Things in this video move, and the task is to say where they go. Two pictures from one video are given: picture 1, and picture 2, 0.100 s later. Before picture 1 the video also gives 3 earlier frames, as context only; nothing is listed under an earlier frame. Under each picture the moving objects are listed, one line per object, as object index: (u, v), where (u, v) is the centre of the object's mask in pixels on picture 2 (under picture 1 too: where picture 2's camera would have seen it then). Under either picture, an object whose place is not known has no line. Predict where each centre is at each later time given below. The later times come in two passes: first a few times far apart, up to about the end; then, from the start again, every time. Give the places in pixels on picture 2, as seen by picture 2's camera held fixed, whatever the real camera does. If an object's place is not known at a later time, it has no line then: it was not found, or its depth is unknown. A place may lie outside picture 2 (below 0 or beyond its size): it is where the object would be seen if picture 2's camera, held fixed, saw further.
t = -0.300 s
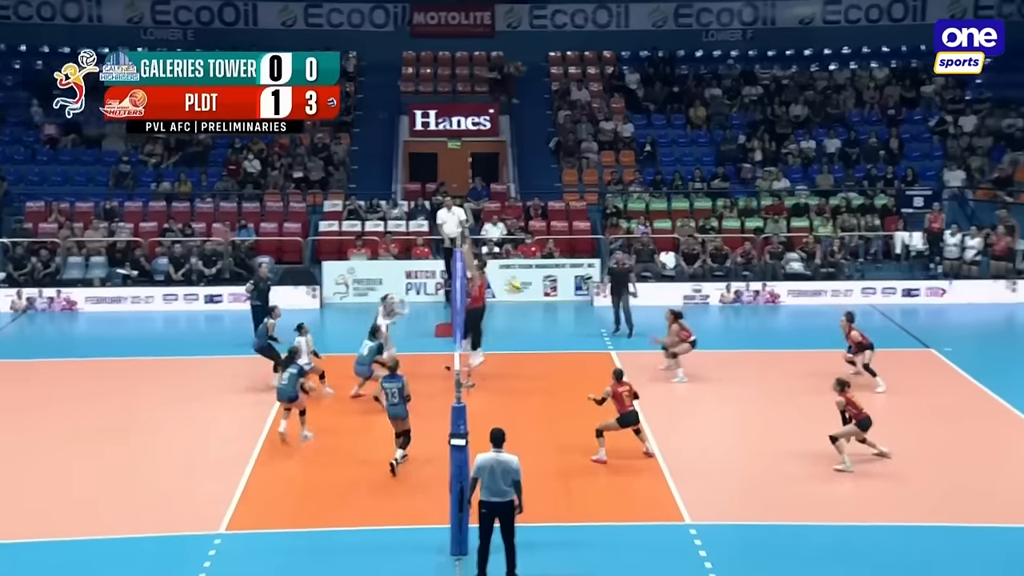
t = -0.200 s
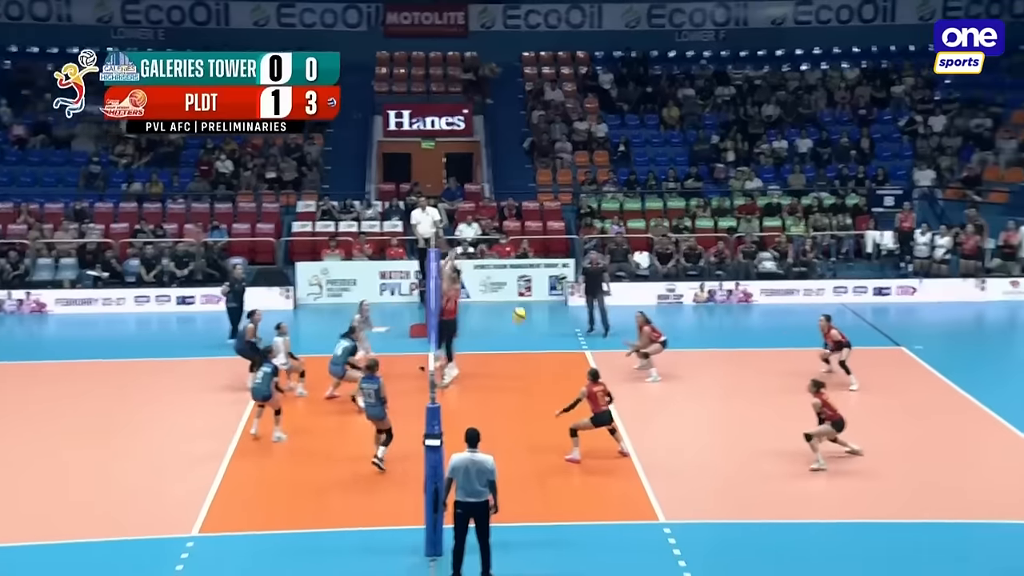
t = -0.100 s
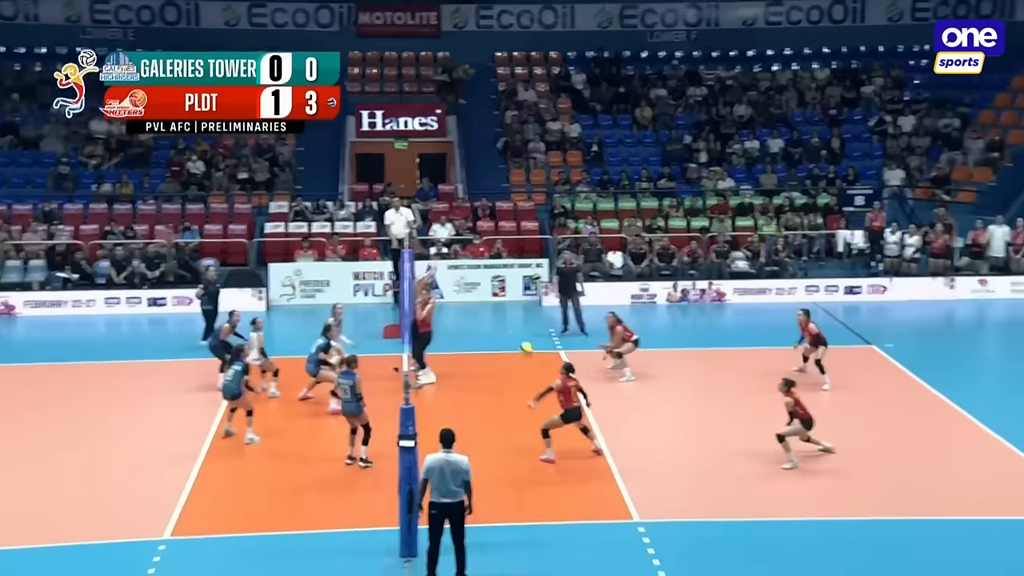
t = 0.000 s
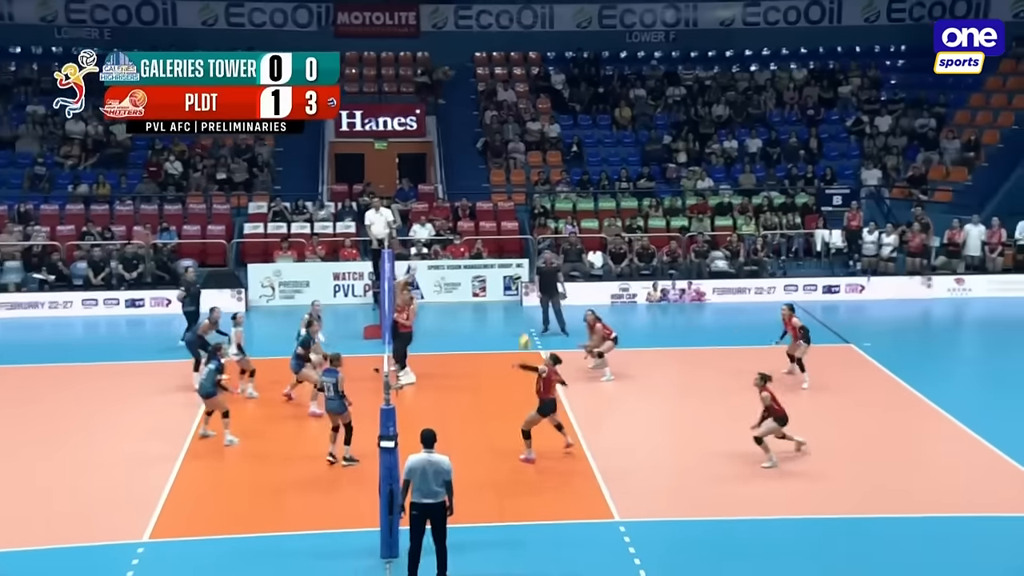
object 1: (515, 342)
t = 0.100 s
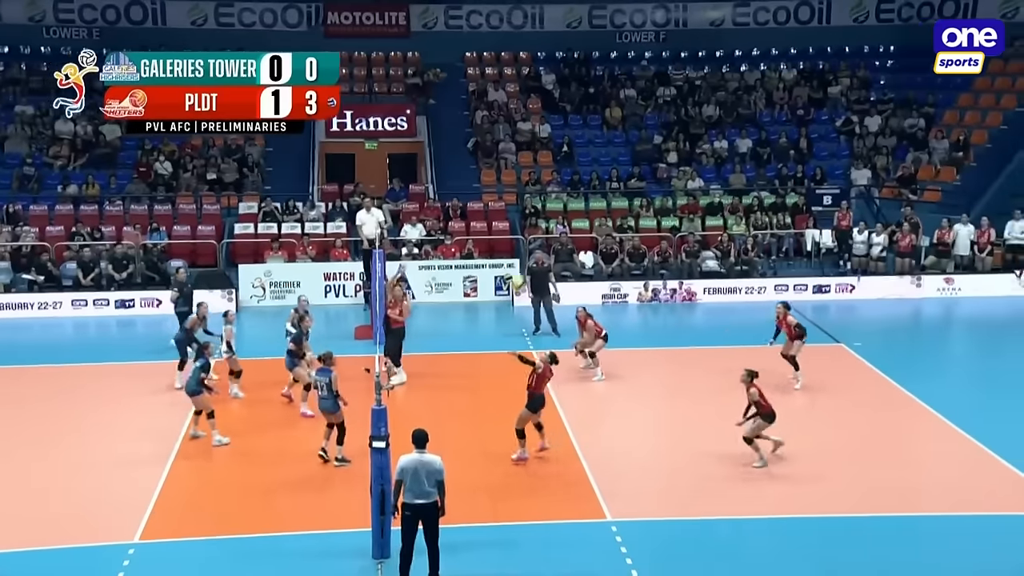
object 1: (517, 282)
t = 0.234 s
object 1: (521, 215)
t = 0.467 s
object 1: (531, 122)
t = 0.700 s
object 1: (545, 66)
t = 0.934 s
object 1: (561, 52)
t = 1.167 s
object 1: (578, 84)
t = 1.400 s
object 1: (594, 162)
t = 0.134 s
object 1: (518, 264)
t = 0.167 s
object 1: (519, 247)
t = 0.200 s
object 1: (519, 231)
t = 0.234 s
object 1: (521, 215)
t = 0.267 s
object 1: (522, 200)
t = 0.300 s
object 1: (523, 185)
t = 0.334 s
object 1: (524, 171)
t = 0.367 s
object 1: (526, 158)
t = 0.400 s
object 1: (527, 145)
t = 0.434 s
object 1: (529, 134)
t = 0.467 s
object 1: (531, 122)
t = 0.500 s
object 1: (532, 111)
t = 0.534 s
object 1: (535, 102)
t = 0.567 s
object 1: (537, 95)
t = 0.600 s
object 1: (539, 86)
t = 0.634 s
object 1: (541, 78)
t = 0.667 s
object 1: (543, 72)
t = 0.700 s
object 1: (545, 66)
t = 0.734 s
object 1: (547, 62)
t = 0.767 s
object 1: (549, 58)
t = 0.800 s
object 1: (552, 55)
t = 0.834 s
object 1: (554, 53)
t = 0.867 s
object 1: (556, 52)
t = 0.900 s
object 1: (559, 51)
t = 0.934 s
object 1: (561, 52)
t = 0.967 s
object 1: (563, 54)
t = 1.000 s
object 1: (566, 57)
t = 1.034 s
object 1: (568, 61)
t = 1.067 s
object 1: (571, 65)
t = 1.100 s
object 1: (573, 70)
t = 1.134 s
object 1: (576, 77)
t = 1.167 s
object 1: (578, 84)
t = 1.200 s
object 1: (580, 92)
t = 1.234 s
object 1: (583, 102)
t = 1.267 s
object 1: (586, 110)
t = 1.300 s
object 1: (588, 123)
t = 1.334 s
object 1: (590, 135)
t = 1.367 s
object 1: (592, 148)
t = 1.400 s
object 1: (594, 162)
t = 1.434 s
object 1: (596, 176)
